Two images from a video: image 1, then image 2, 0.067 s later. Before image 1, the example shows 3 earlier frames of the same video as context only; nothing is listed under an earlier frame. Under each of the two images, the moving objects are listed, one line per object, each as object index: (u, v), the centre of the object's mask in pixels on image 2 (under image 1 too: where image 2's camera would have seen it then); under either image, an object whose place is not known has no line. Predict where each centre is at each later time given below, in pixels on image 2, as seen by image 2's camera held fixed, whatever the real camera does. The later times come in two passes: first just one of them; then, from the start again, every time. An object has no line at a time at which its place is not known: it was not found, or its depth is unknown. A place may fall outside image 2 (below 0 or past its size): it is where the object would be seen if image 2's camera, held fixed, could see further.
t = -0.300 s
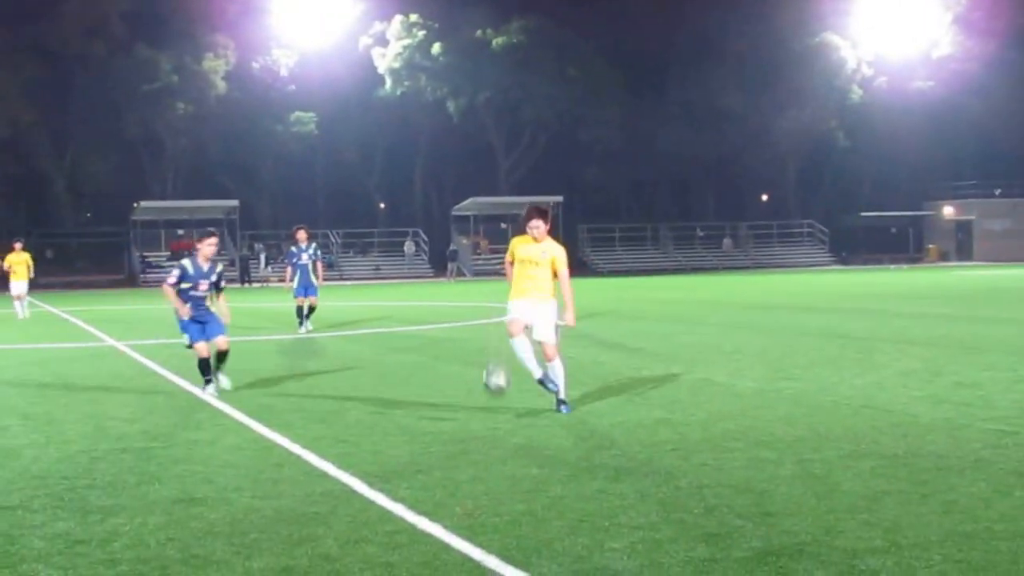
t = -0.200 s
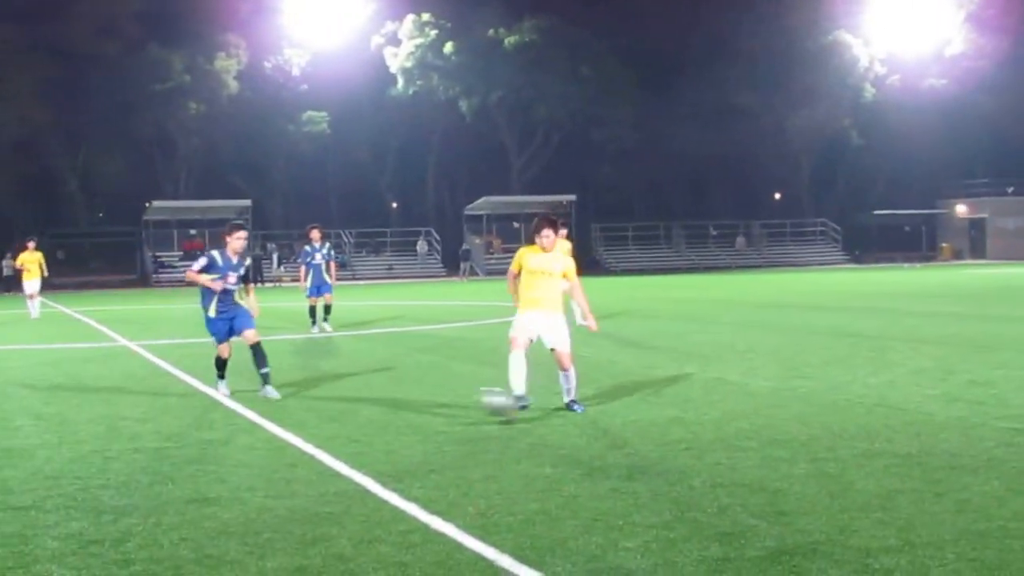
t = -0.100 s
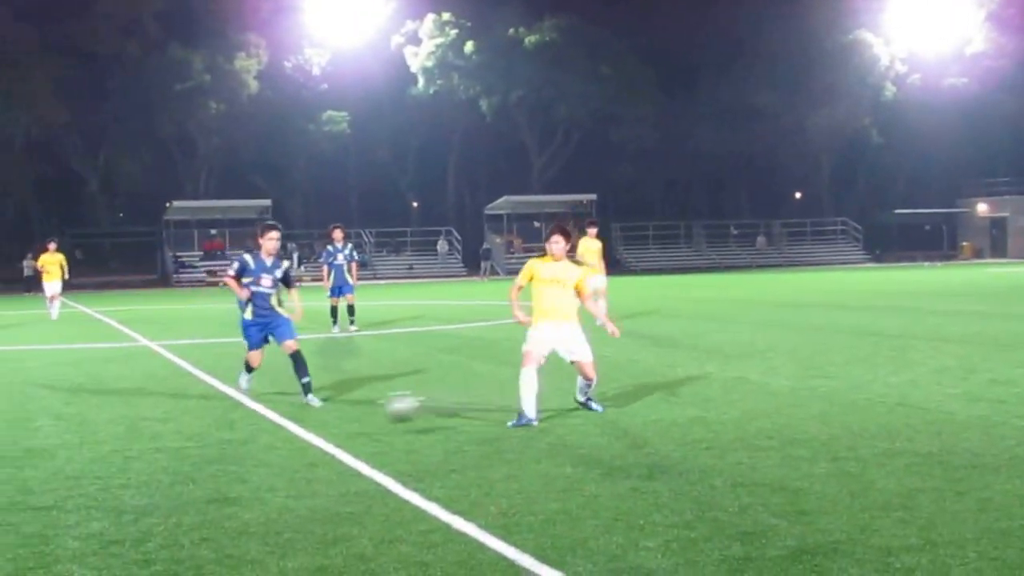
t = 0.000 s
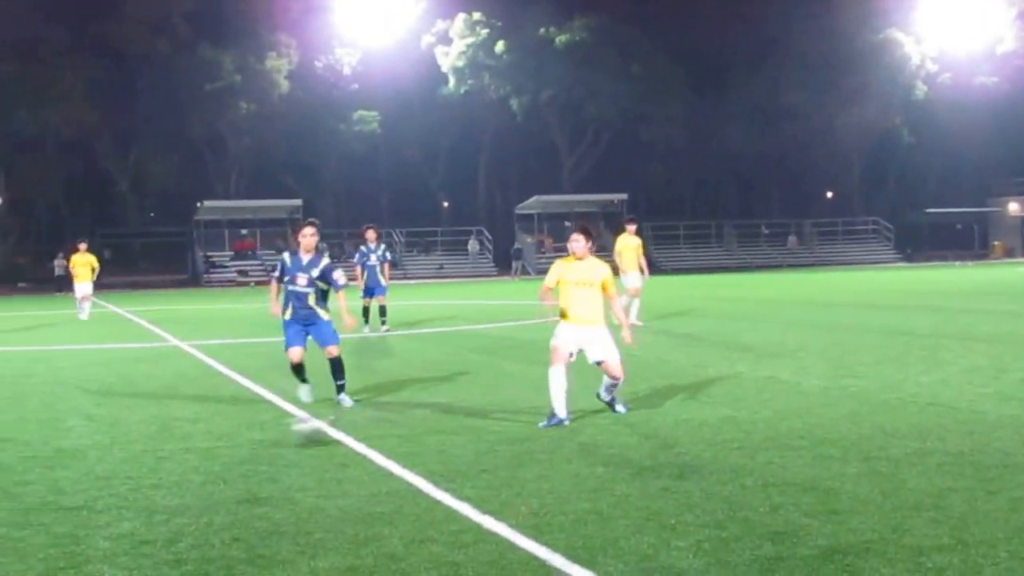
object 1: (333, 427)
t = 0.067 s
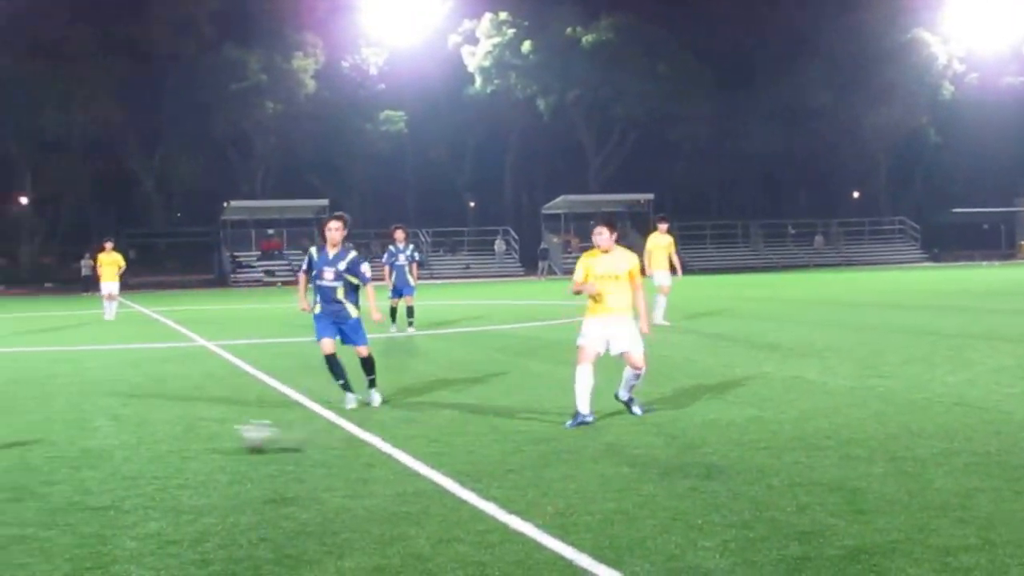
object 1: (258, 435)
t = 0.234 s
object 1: (65, 454)
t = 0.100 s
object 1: (221, 435)
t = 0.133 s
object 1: (184, 437)
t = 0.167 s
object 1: (146, 440)
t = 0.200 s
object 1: (105, 446)
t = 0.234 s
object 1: (65, 454)
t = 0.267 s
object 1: (25, 460)
